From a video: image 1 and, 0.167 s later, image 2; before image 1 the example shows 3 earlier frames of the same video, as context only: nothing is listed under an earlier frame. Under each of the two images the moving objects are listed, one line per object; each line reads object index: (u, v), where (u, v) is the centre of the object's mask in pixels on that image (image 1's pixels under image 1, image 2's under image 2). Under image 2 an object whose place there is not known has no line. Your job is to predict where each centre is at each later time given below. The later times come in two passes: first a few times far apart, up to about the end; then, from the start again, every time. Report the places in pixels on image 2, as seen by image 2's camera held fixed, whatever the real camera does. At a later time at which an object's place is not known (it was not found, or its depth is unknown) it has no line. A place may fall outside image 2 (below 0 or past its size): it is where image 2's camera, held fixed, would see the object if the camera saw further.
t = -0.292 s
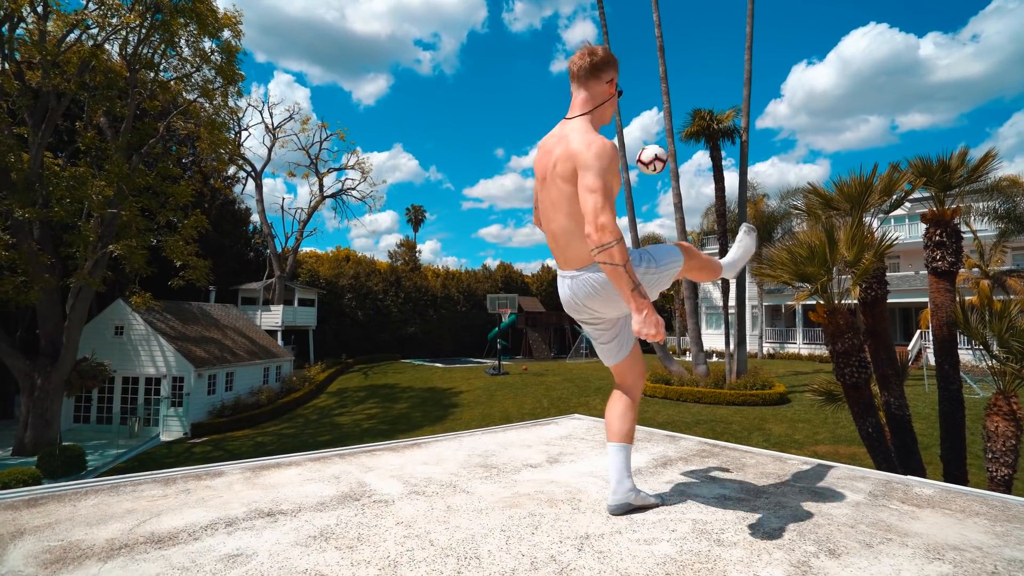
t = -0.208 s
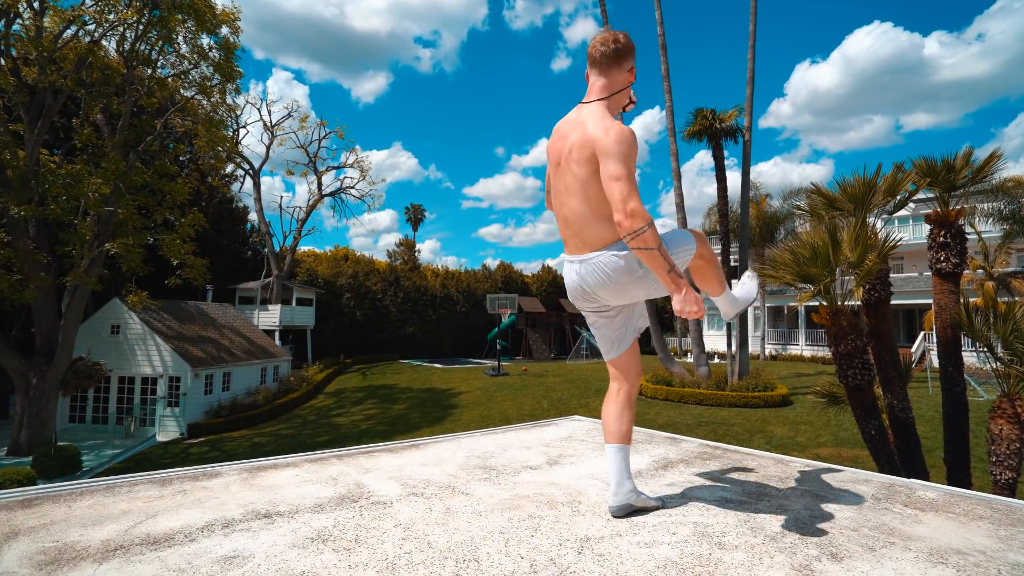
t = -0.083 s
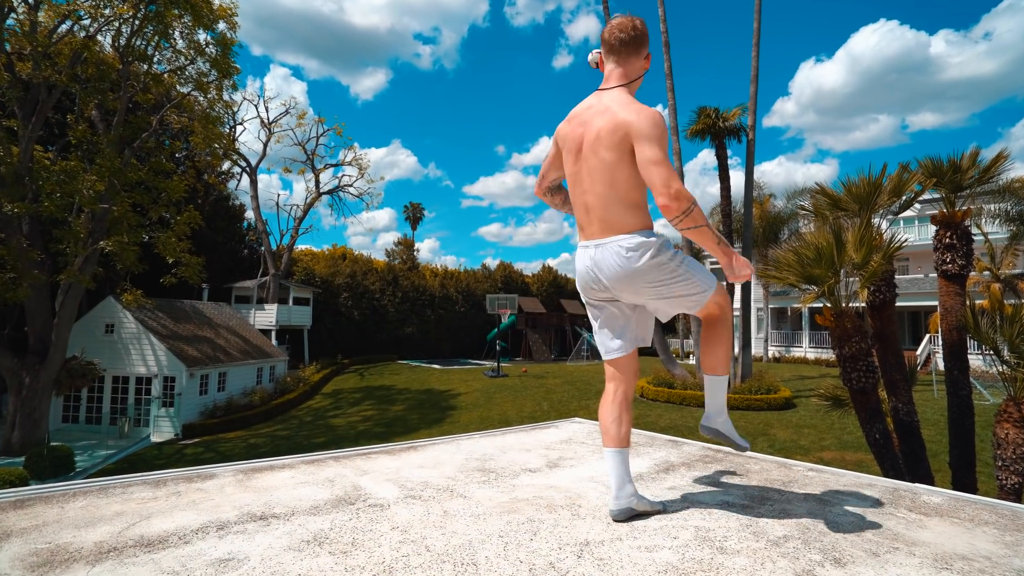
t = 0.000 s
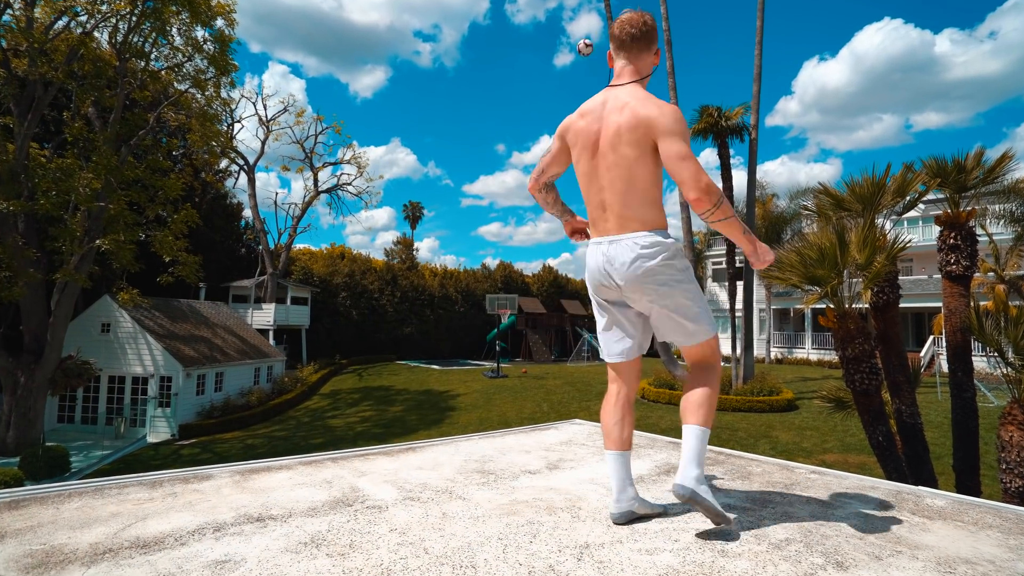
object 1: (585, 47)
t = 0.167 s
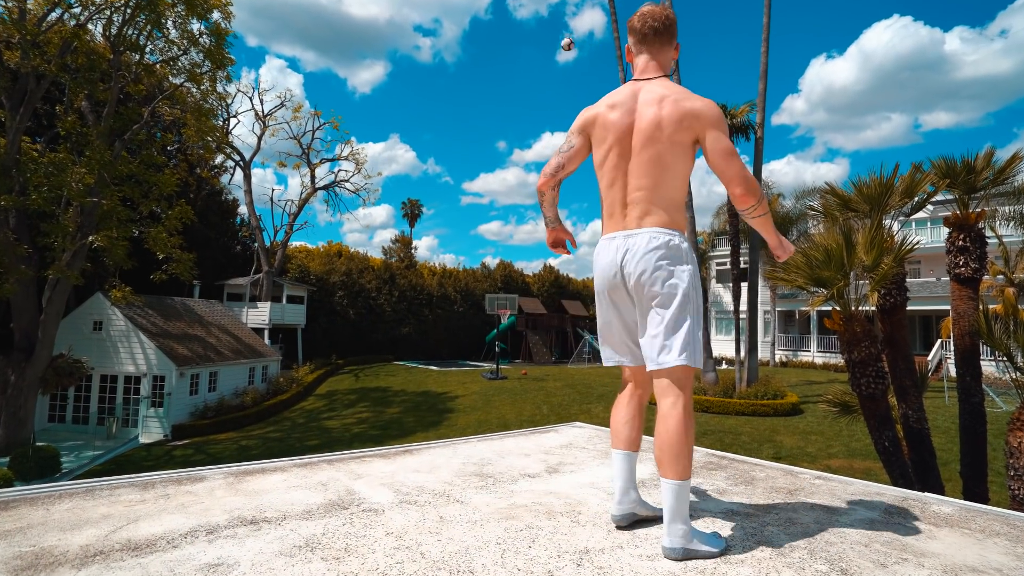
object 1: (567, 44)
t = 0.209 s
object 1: (564, 46)
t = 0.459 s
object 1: (544, 70)
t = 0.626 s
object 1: (535, 94)
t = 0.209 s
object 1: (564, 46)
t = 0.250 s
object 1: (560, 49)
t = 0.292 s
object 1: (556, 52)
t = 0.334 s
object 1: (553, 56)
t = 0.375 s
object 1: (550, 60)
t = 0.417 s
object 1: (547, 64)
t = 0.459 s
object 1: (544, 70)
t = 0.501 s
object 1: (542, 75)
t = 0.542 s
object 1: (539, 81)
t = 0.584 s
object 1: (537, 87)
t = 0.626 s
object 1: (535, 94)
